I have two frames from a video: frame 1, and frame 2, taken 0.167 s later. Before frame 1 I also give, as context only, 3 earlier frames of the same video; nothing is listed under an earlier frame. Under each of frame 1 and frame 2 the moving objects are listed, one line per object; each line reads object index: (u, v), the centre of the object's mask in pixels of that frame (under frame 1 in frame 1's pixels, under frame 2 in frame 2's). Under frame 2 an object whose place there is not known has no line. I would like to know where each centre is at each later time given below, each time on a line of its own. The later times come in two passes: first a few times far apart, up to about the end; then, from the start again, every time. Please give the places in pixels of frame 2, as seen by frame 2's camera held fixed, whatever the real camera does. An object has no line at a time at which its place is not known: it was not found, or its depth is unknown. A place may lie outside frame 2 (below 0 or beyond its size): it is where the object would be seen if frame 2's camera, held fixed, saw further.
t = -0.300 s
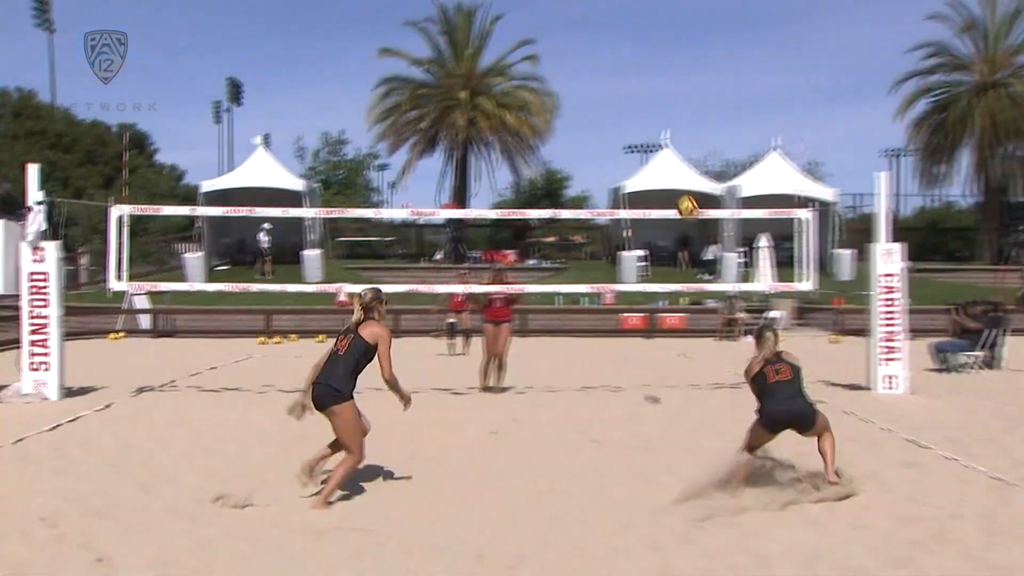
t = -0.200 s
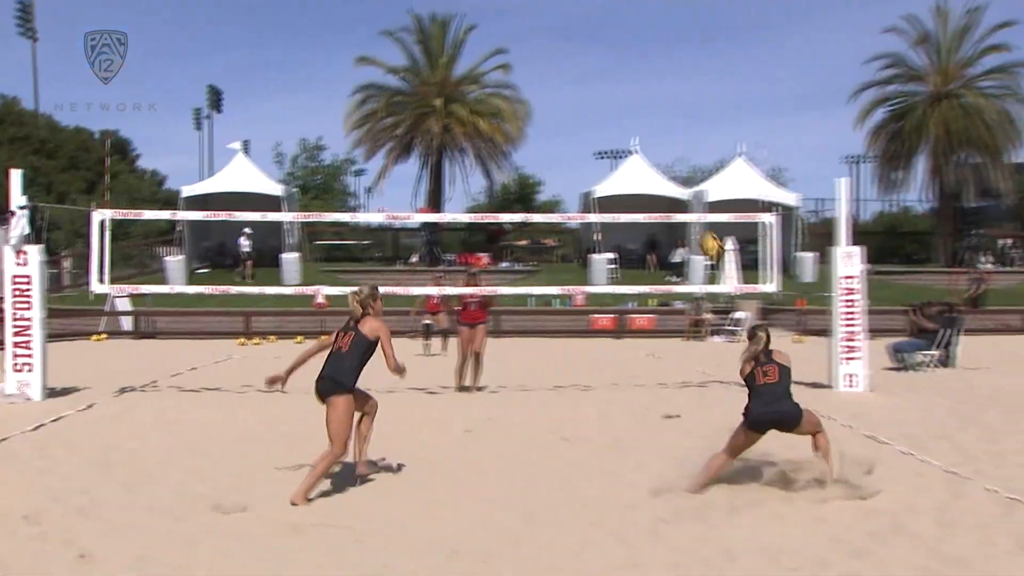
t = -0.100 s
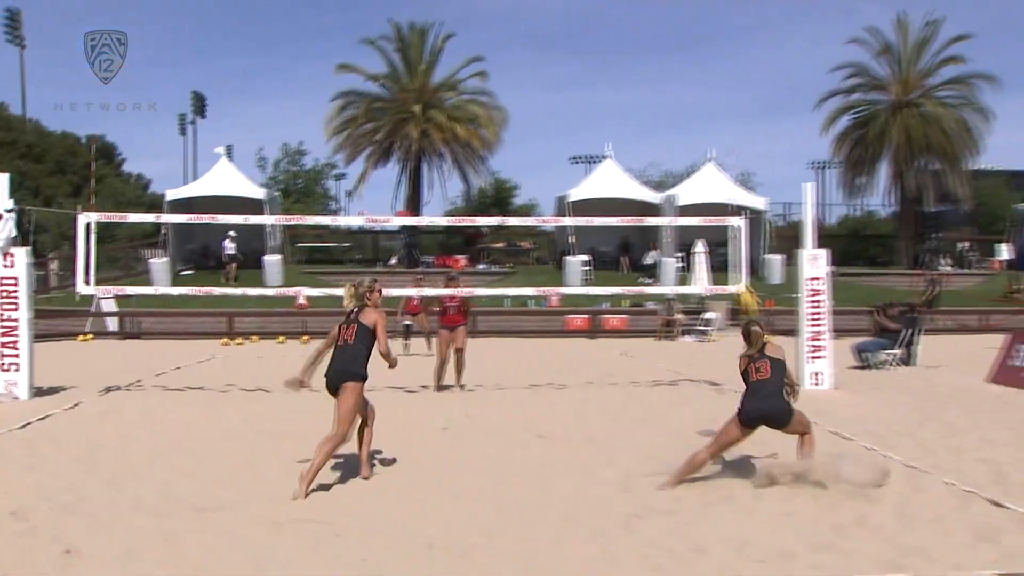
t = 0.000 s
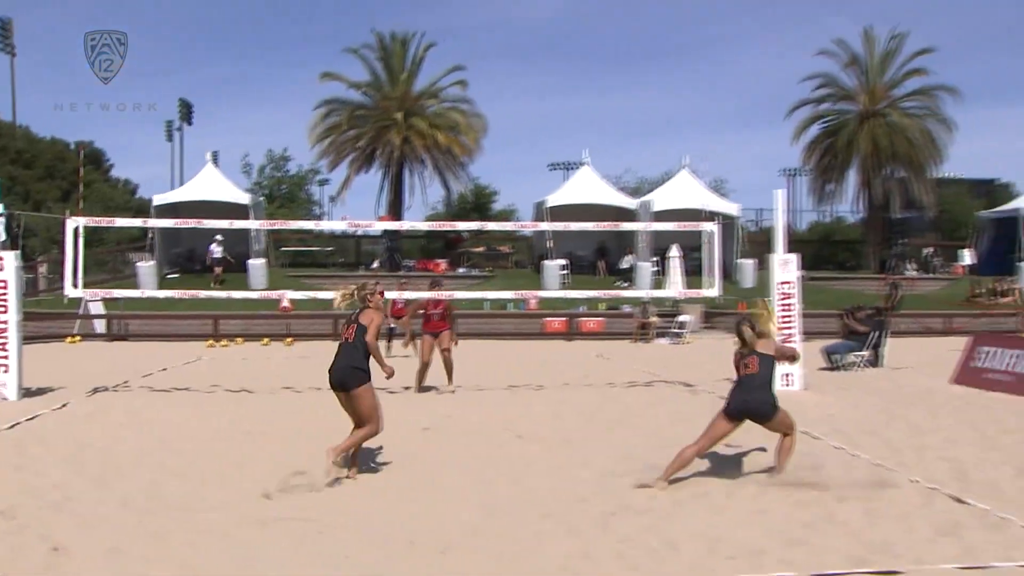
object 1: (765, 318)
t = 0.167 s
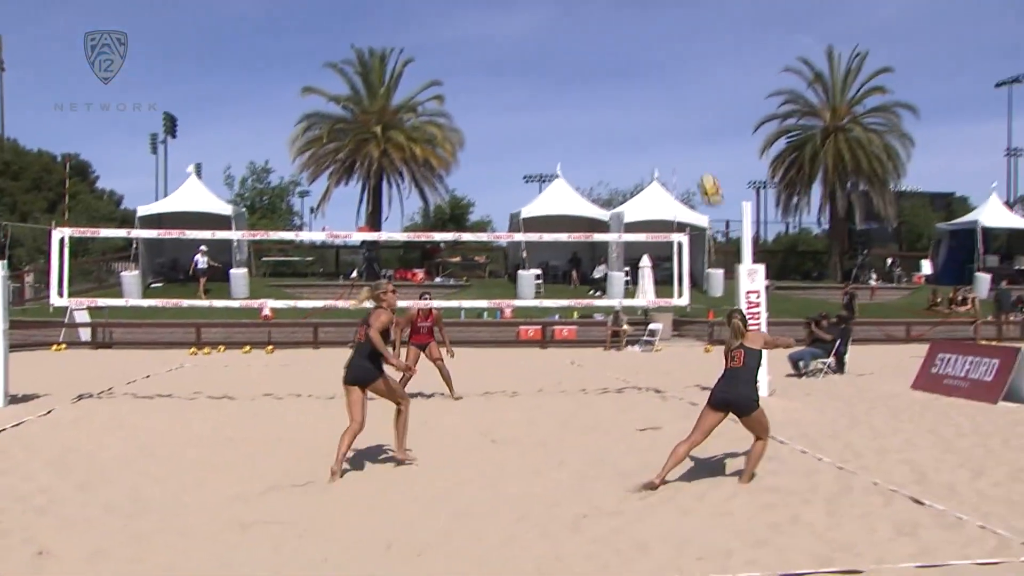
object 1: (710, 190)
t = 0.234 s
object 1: (700, 148)
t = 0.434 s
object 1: (671, 59)
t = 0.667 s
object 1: (644, 14)
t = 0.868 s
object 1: (621, 14)
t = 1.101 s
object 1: (597, 55)
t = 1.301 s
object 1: (578, 119)
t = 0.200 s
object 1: (705, 168)
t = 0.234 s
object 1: (700, 148)
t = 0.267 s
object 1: (694, 129)
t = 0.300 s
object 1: (690, 113)
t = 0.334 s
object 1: (685, 98)
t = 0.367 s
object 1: (680, 83)
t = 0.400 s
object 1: (676, 71)
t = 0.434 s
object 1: (671, 59)
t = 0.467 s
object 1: (667, 49)
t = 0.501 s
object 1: (663, 40)
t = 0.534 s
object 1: (659, 32)
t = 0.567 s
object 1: (655, 26)
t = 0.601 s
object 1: (651, 21)
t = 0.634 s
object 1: (647, 16)
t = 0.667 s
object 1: (644, 14)
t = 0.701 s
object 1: (639, 11)
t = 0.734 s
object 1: (636, 10)
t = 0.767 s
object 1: (632, 9)
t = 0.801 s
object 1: (628, 10)
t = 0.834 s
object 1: (625, 12)
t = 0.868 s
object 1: (621, 14)
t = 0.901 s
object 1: (617, 18)
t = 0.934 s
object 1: (614, 22)
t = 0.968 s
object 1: (611, 27)
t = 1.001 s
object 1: (607, 32)
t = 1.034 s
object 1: (603, 39)
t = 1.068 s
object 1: (600, 46)
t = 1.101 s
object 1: (597, 55)
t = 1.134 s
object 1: (594, 64)
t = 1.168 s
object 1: (591, 74)
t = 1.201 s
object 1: (588, 84)
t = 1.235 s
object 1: (585, 95)
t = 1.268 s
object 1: (581, 106)
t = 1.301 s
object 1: (578, 119)
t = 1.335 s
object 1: (575, 132)
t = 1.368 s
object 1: (571, 146)
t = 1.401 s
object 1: (567, 160)
